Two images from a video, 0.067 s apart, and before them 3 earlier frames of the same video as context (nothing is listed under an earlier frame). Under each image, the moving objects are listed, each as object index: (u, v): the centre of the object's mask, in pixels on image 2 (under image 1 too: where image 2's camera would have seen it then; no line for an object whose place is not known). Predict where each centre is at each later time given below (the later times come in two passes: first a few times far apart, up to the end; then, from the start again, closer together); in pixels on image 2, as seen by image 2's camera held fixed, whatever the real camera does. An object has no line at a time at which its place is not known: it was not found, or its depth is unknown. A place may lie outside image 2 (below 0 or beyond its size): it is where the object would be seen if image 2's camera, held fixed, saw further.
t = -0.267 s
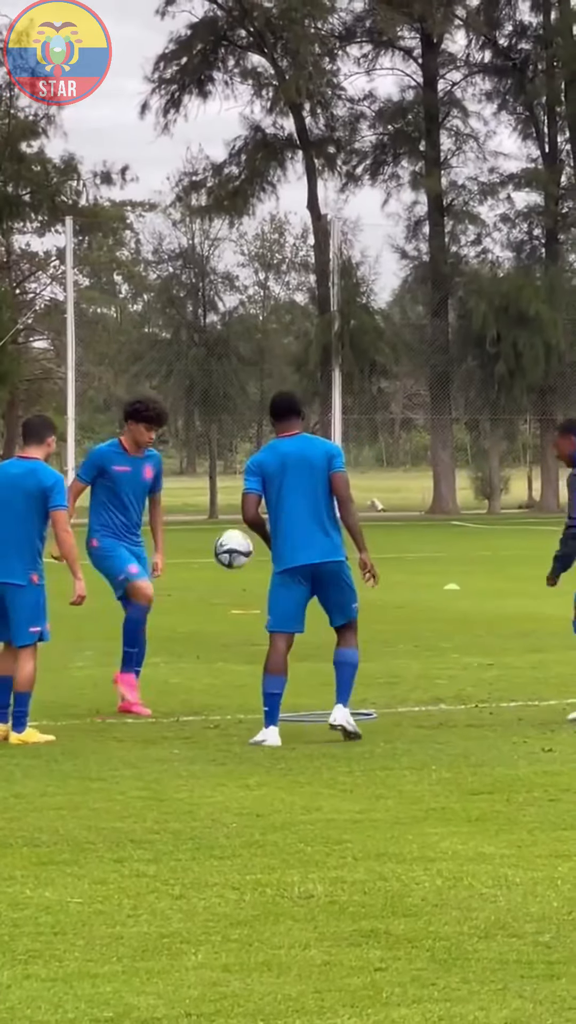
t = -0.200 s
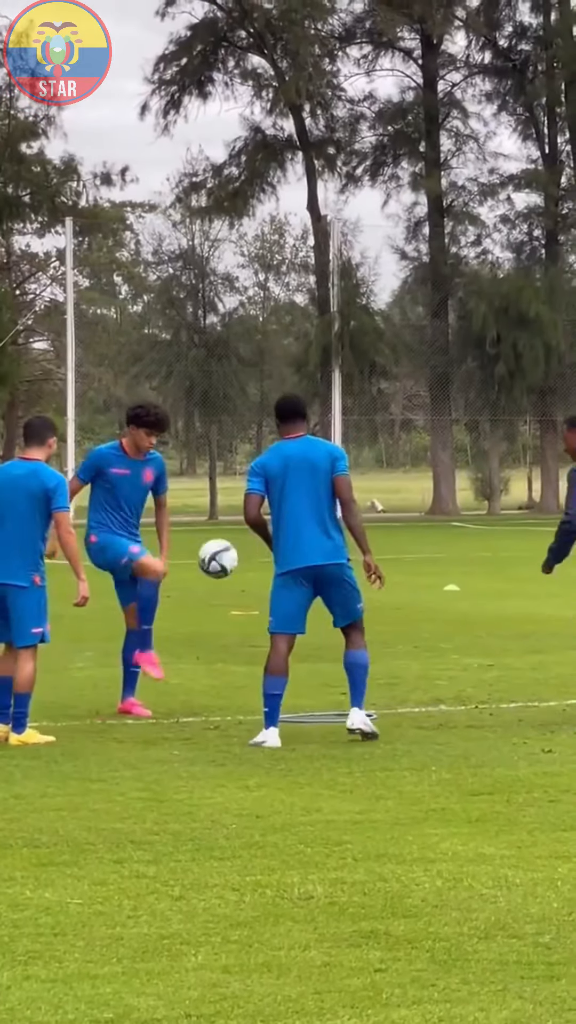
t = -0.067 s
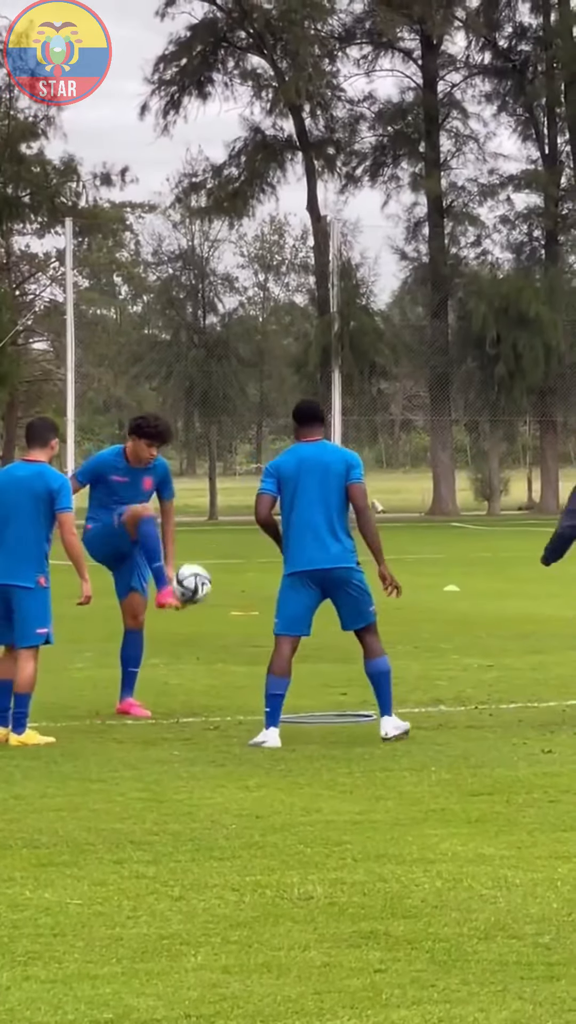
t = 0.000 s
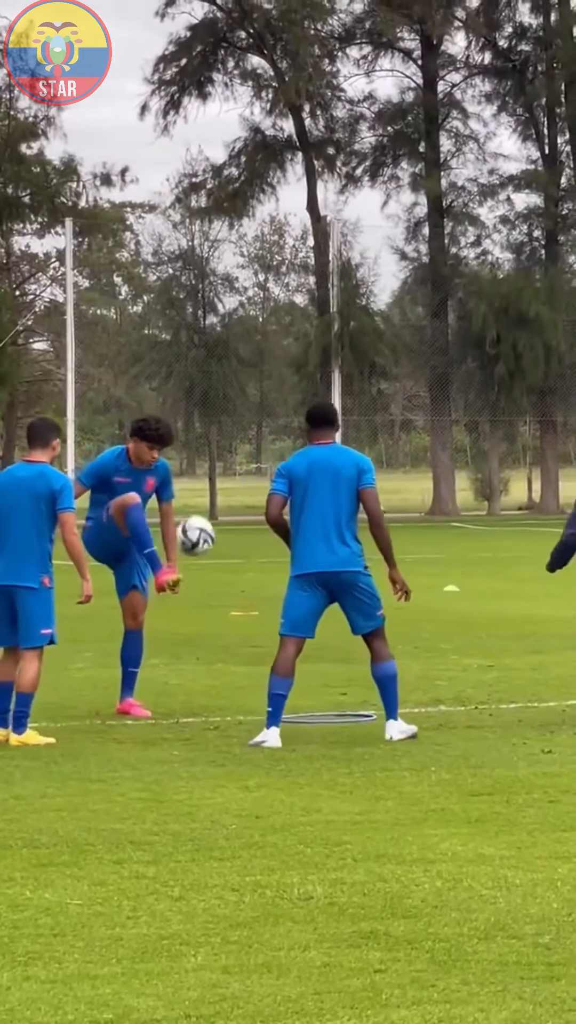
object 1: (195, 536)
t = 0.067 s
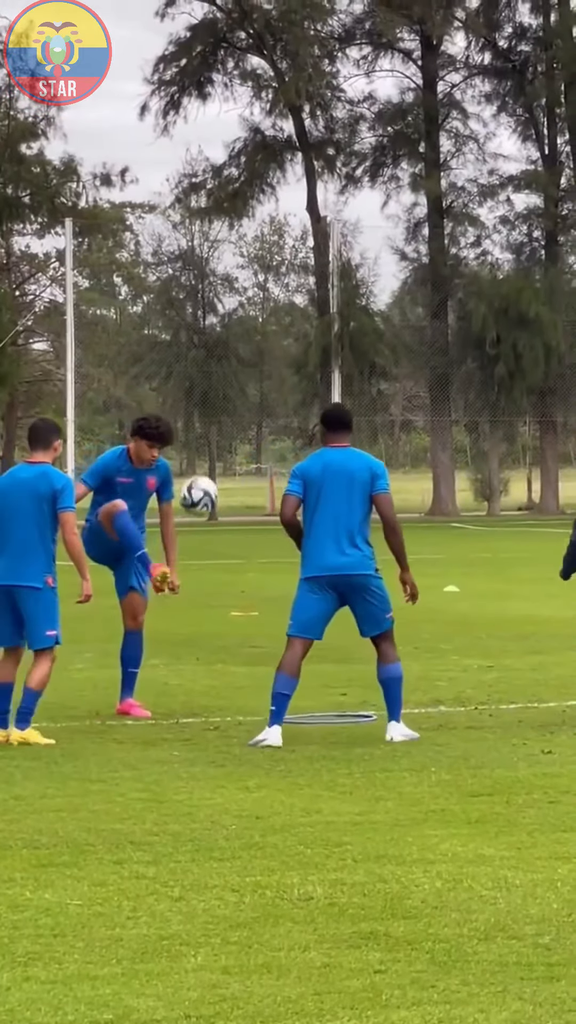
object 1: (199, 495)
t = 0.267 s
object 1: (212, 419)
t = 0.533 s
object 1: (231, 427)
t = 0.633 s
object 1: (238, 463)
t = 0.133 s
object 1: (203, 462)
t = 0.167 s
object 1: (206, 447)
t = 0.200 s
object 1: (208, 437)
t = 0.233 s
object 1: (210, 427)
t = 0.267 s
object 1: (212, 419)
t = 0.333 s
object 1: (216, 410)
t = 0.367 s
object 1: (219, 407)
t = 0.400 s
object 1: (221, 407)
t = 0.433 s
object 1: (223, 409)
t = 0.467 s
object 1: (226, 413)
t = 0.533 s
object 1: (231, 427)
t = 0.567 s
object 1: (233, 437)
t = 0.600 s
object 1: (236, 449)
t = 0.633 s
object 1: (238, 463)
